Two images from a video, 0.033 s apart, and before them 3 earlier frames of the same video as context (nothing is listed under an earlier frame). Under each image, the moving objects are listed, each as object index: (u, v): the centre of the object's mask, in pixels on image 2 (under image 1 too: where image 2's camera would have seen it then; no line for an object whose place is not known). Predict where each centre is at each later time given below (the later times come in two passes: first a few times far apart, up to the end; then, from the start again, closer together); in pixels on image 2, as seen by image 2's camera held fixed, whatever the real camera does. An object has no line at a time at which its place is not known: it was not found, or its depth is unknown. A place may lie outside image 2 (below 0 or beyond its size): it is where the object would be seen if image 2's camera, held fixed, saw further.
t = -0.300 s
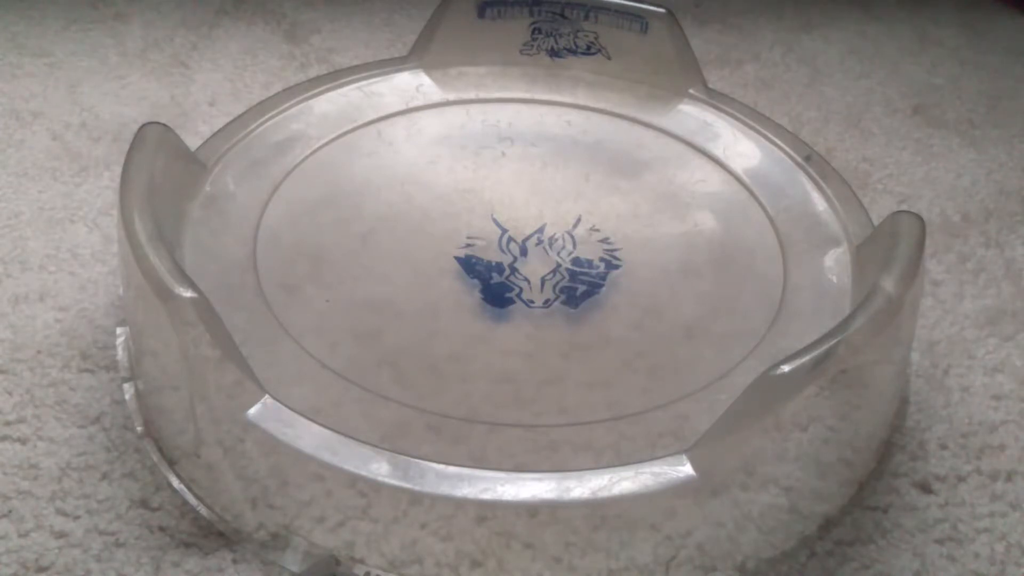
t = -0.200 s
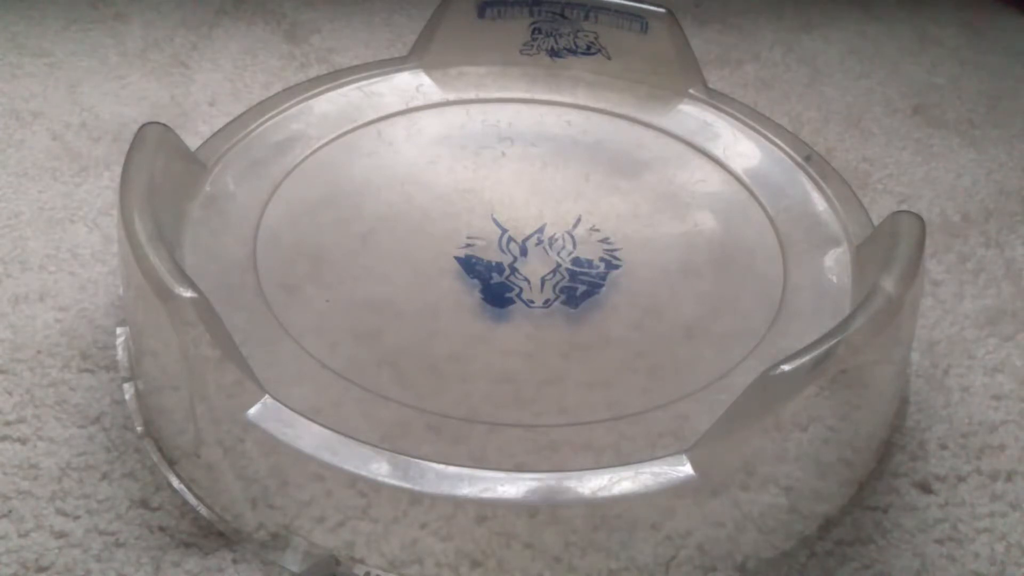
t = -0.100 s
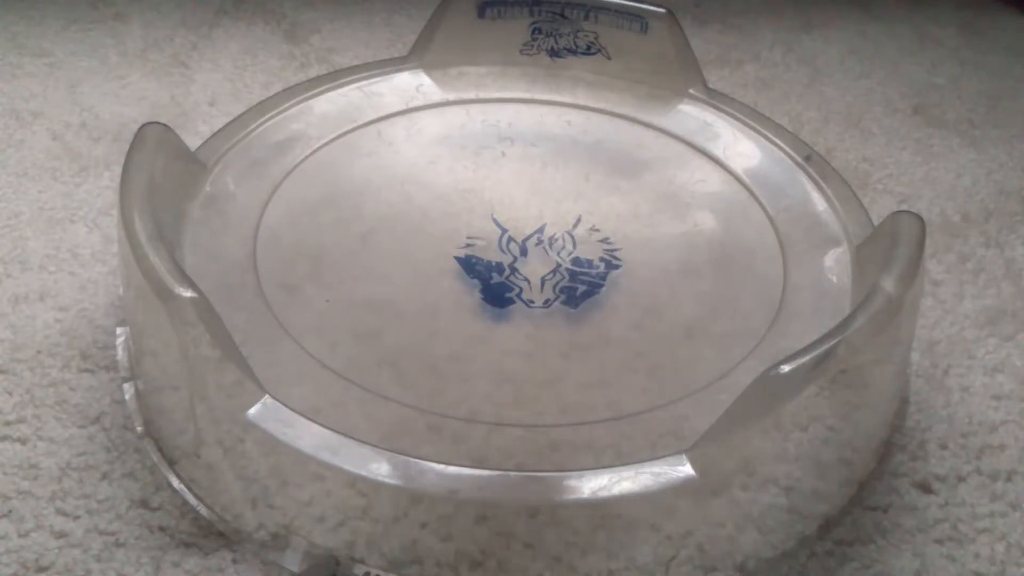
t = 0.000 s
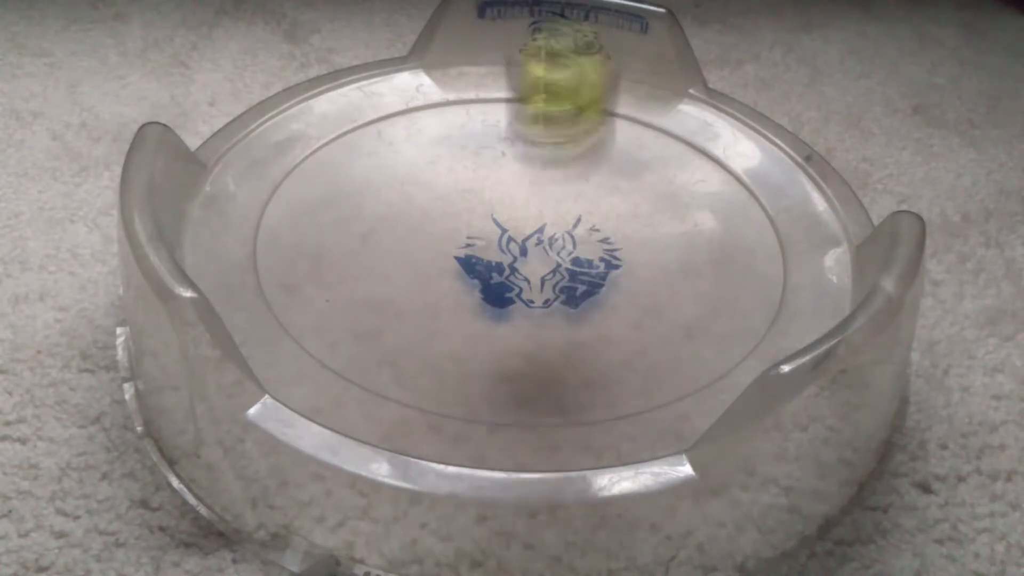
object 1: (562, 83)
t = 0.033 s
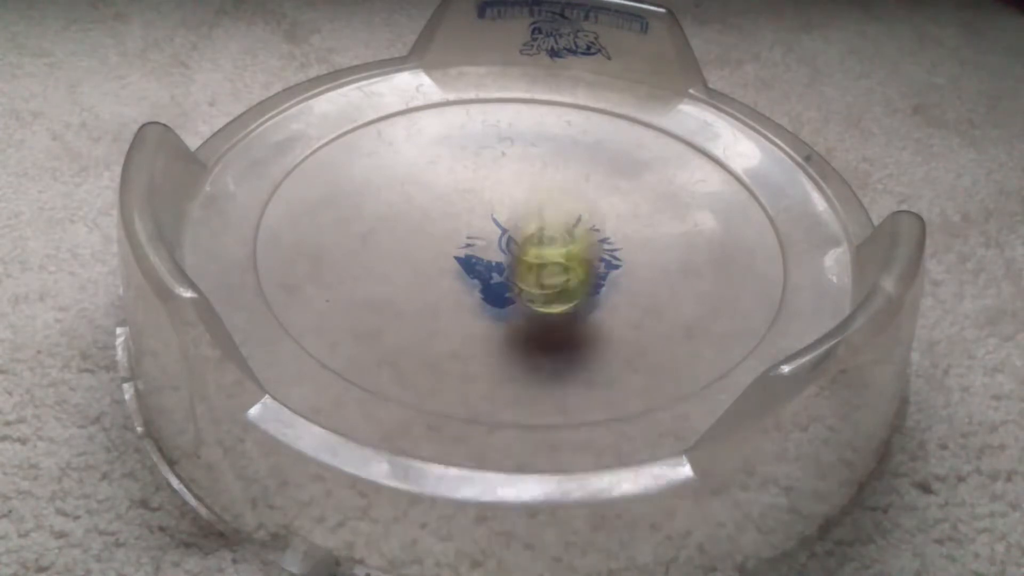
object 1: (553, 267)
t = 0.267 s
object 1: (498, 265)
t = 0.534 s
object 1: (581, 266)
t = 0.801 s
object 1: (627, 230)
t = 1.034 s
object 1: (560, 226)
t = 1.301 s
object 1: (529, 265)
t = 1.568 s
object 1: (547, 281)
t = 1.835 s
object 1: (542, 279)
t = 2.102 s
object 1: (510, 281)
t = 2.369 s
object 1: (503, 282)
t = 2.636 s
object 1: (477, 259)
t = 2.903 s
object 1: (468, 266)
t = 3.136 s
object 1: (494, 247)
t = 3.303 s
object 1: (478, 230)
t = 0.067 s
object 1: (549, 242)
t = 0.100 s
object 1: (546, 196)
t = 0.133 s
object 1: (540, 169)
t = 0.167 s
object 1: (532, 160)
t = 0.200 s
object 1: (522, 172)
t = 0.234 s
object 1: (510, 209)
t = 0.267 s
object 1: (498, 265)
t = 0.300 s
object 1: (501, 265)
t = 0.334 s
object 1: (508, 246)
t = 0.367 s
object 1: (515, 246)
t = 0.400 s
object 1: (521, 264)
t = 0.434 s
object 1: (532, 269)
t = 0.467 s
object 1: (548, 259)
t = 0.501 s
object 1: (562, 270)
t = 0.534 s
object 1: (581, 266)
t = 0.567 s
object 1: (597, 268)
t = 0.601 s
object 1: (614, 264)
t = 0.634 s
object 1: (624, 260)
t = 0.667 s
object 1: (634, 254)
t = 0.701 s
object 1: (637, 247)
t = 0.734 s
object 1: (636, 240)
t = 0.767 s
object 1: (633, 234)
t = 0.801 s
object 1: (627, 230)
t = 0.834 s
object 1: (619, 226)
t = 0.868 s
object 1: (611, 223)
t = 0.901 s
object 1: (601, 221)
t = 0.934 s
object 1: (591, 220)
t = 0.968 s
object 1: (579, 221)
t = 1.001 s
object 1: (569, 225)
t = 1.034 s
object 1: (560, 226)
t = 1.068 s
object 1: (551, 232)
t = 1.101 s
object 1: (543, 237)
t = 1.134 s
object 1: (538, 242)
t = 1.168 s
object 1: (534, 246)
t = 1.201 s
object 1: (531, 250)
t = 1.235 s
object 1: (529, 255)
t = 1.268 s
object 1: (529, 261)
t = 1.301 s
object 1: (529, 265)
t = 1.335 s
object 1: (530, 268)
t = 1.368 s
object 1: (532, 270)
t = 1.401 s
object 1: (535, 274)
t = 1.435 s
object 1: (538, 275)
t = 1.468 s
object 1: (540, 278)
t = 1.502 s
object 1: (542, 278)
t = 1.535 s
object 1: (545, 279)
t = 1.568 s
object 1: (547, 281)
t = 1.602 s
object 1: (549, 281)
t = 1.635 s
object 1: (550, 281)
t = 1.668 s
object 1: (551, 283)
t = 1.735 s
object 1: (552, 281)
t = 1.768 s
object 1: (551, 280)
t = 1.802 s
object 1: (547, 278)
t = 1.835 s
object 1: (542, 279)
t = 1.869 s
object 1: (537, 278)
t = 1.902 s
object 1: (532, 278)
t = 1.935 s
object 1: (527, 278)
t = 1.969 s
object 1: (523, 278)
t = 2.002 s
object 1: (520, 279)
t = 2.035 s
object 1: (516, 279)
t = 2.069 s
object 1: (513, 280)
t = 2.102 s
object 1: (510, 281)
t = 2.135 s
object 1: (508, 281)
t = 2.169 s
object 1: (505, 283)
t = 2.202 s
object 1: (502, 283)
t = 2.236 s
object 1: (501, 284)
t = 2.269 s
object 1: (501, 284)
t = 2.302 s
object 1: (502, 284)
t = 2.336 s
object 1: (503, 284)
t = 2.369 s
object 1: (503, 282)
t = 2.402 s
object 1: (502, 278)
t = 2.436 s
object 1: (501, 275)
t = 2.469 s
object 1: (499, 272)
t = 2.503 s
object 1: (496, 269)
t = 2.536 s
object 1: (492, 266)
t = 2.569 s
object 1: (488, 263)
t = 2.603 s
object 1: (483, 261)
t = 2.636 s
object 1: (477, 259)
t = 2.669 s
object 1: (471, 258)
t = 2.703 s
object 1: (467, 258)
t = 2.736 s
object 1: (463, 258)
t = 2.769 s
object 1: (461, 259)
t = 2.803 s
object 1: (460, 261)
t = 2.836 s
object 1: (460, 262)
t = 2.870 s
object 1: (462, 265)
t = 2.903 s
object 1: (468, 266)
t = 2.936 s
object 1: (474, 266)
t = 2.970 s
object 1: (480, 264)
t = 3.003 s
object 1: (485, 261)
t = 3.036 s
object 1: (489, 258)
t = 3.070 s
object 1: (491, 254)
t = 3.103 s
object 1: (493, 250)
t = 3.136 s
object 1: (494, 247)
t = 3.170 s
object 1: (495, 243)
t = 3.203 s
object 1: (495, 237)
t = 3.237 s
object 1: (493, 233)
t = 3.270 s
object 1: (489, 230)
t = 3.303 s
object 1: (478, 230)
